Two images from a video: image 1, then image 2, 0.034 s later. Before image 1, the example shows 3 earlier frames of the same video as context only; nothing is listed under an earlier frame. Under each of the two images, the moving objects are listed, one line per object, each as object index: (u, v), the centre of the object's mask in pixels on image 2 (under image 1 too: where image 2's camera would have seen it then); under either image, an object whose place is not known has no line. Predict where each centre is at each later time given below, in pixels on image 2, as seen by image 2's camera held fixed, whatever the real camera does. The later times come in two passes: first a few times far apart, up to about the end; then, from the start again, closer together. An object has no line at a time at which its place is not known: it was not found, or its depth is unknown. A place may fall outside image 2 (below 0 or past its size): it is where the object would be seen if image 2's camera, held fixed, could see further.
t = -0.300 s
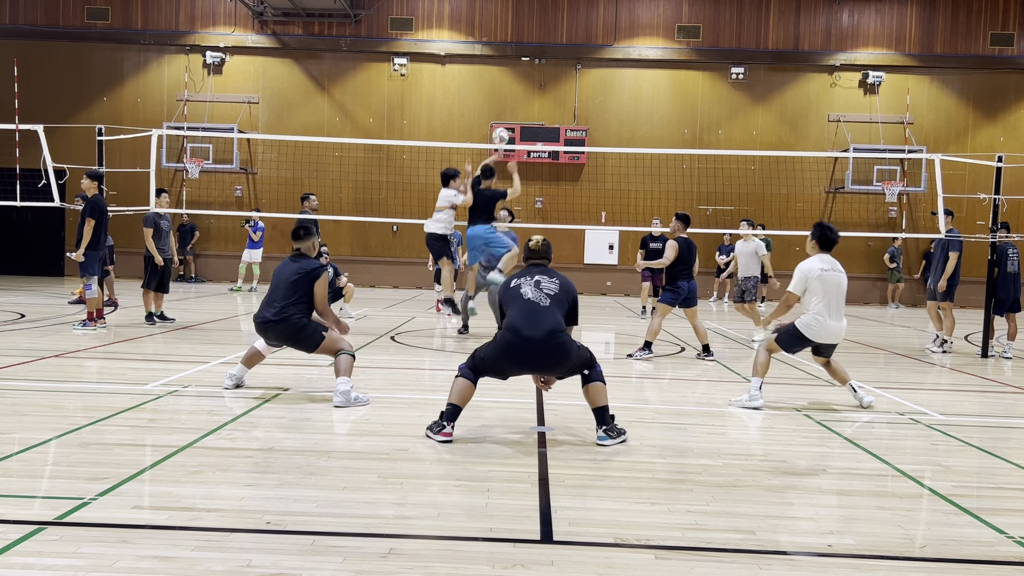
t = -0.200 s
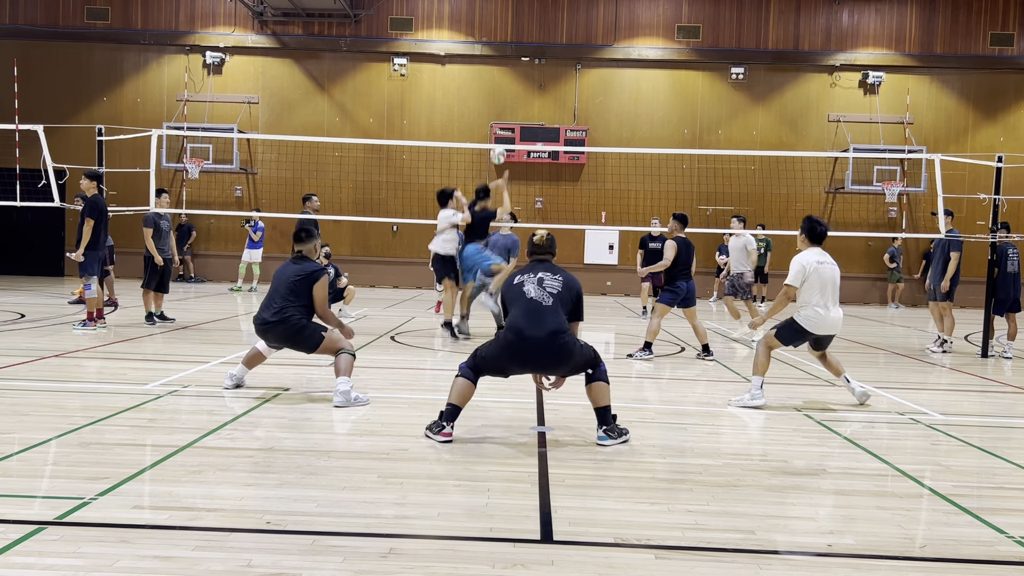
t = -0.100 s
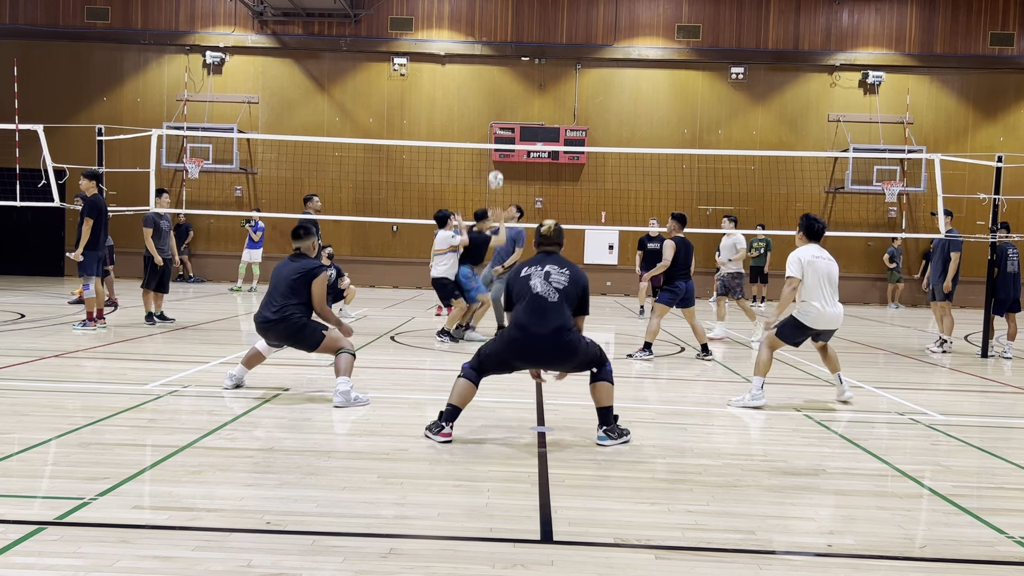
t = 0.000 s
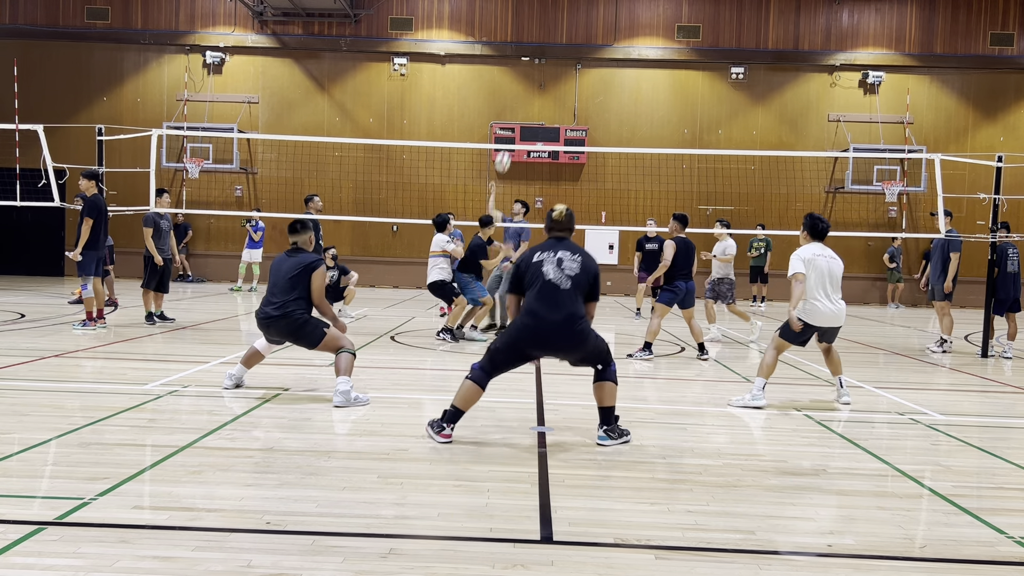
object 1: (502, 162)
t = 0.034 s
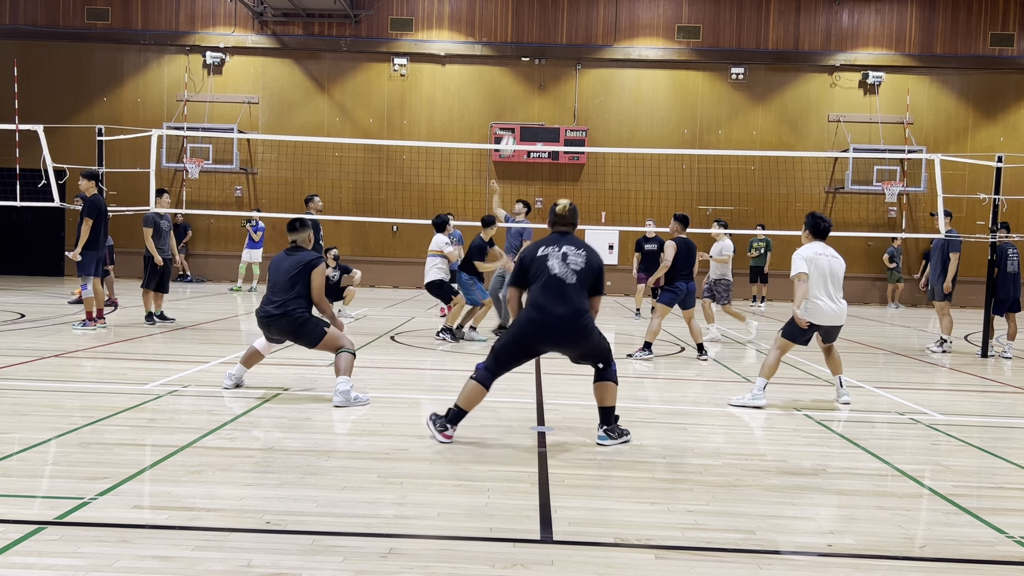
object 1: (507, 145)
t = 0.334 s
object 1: (546, 40)
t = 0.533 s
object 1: (568, 10)
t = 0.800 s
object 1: (593, 13)
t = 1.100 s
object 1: (615, 68)
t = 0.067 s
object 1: (512, 130)
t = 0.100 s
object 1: (517, 114)
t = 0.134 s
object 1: (521, 101)
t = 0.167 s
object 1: (526, 89)
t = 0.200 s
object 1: (530, 77)
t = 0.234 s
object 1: (534, 67)
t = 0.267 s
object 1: (538, 57)
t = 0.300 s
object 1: (542, 48)
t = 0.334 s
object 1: (546, 40)
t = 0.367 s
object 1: (550, 33)
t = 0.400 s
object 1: (554, 26)
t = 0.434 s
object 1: (558, 21)
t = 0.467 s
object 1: (561, 16)
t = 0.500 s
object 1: (565, 13)
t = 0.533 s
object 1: (568, 10)
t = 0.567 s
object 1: (571, 8)
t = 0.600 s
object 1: (575, 7)
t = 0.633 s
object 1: (578, 6)
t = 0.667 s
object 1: (581, 6)
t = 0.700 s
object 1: (584, 7)
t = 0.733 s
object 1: (587, 8)
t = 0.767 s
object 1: (590, 10)
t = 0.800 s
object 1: (593, 13)
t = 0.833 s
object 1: (595, 17)
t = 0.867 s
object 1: (598, 21)
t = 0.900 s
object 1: (601, 26)
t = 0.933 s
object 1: (604, 32)
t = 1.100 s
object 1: (615, 68)
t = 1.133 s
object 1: (618, 78)
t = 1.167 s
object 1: (620, 88)
